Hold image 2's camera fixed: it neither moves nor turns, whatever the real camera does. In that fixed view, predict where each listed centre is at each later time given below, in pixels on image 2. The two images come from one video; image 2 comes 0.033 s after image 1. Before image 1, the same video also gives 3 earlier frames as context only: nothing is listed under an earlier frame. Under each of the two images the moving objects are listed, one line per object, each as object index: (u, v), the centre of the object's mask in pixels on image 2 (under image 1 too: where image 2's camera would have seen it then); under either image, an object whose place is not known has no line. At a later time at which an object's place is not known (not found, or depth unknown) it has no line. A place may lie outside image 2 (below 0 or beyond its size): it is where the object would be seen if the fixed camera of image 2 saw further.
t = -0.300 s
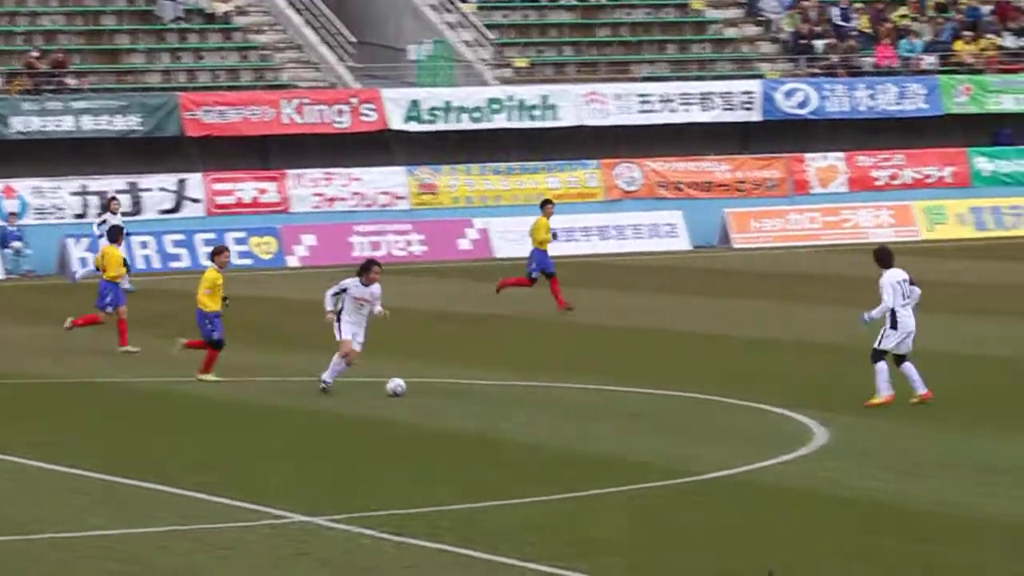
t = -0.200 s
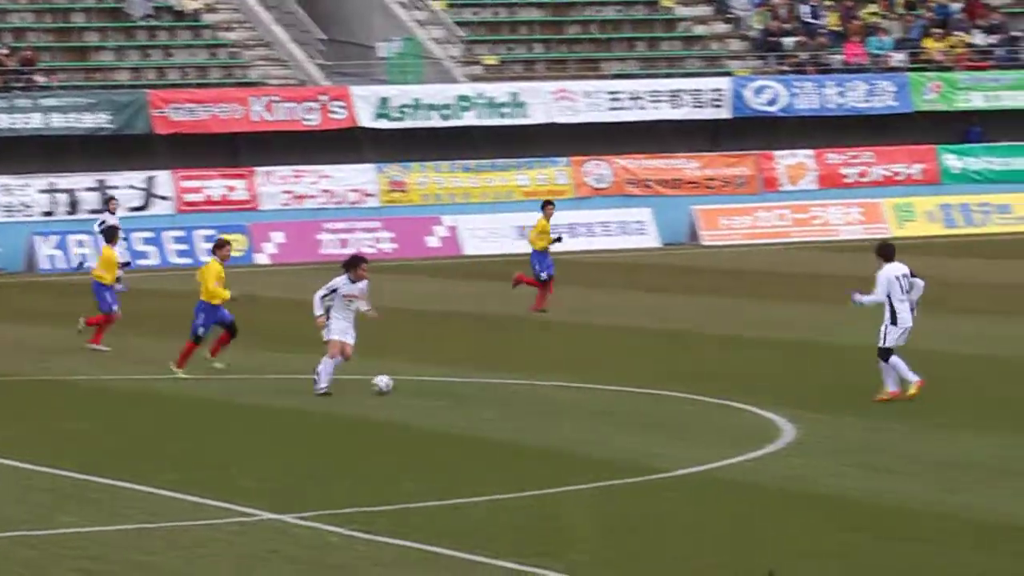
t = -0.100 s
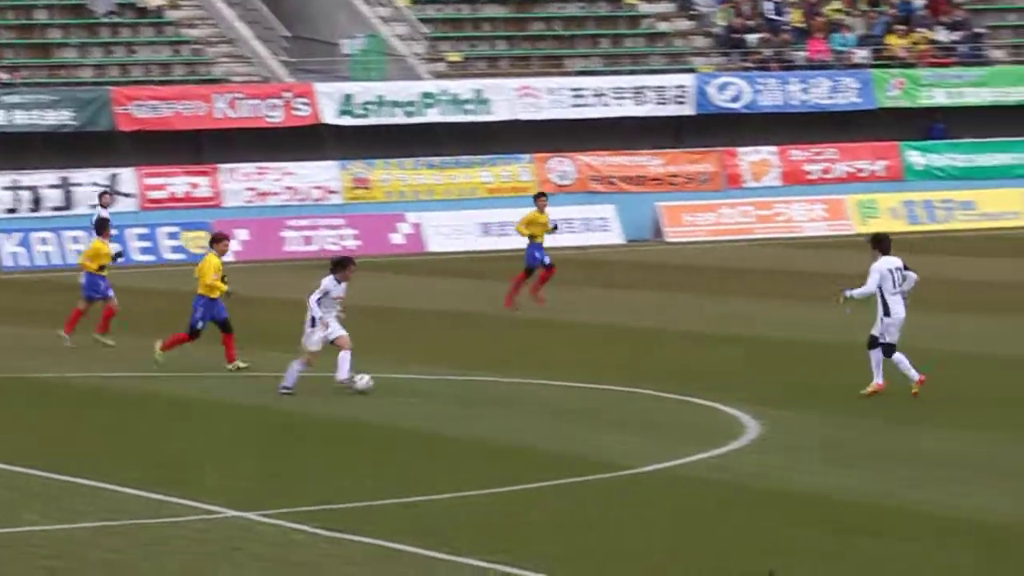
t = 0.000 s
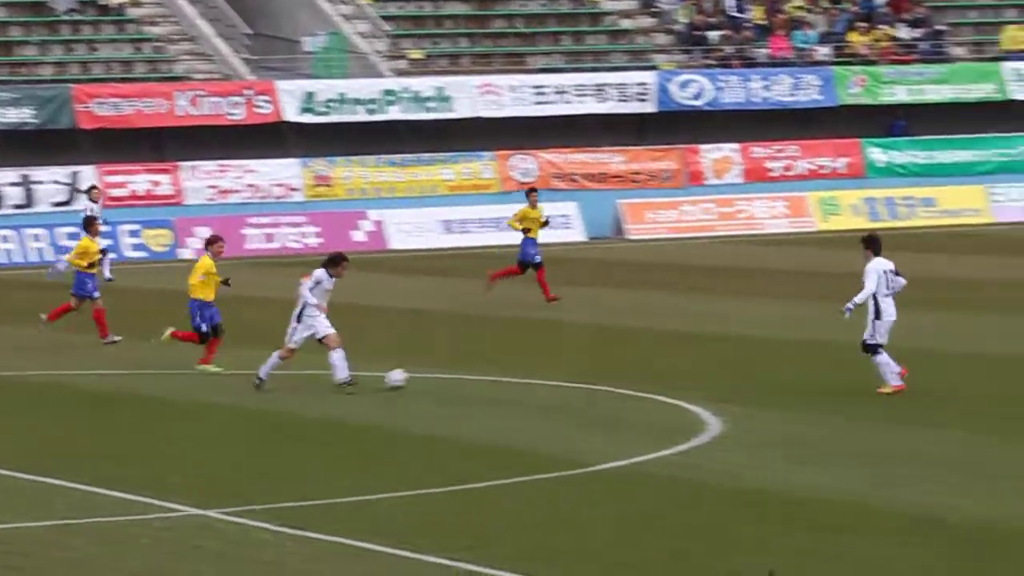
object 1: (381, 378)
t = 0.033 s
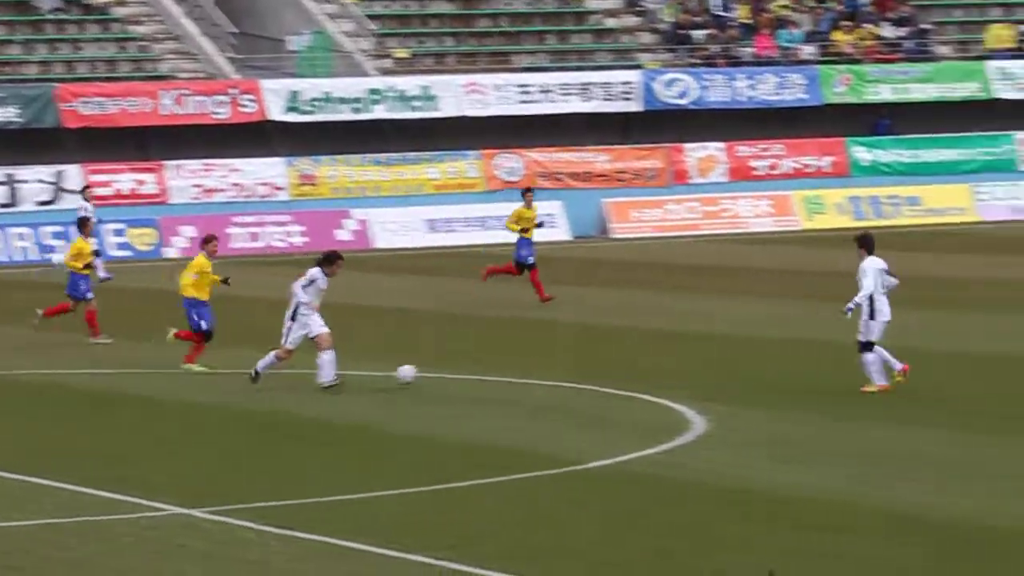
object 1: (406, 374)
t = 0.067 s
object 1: (432, 372)
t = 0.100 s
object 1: (454, 370)
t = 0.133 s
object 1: (479, 370)
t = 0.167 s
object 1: (501, 371)
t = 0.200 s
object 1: (523, 373)
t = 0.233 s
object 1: (546, 375)
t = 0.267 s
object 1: (567, 373)
